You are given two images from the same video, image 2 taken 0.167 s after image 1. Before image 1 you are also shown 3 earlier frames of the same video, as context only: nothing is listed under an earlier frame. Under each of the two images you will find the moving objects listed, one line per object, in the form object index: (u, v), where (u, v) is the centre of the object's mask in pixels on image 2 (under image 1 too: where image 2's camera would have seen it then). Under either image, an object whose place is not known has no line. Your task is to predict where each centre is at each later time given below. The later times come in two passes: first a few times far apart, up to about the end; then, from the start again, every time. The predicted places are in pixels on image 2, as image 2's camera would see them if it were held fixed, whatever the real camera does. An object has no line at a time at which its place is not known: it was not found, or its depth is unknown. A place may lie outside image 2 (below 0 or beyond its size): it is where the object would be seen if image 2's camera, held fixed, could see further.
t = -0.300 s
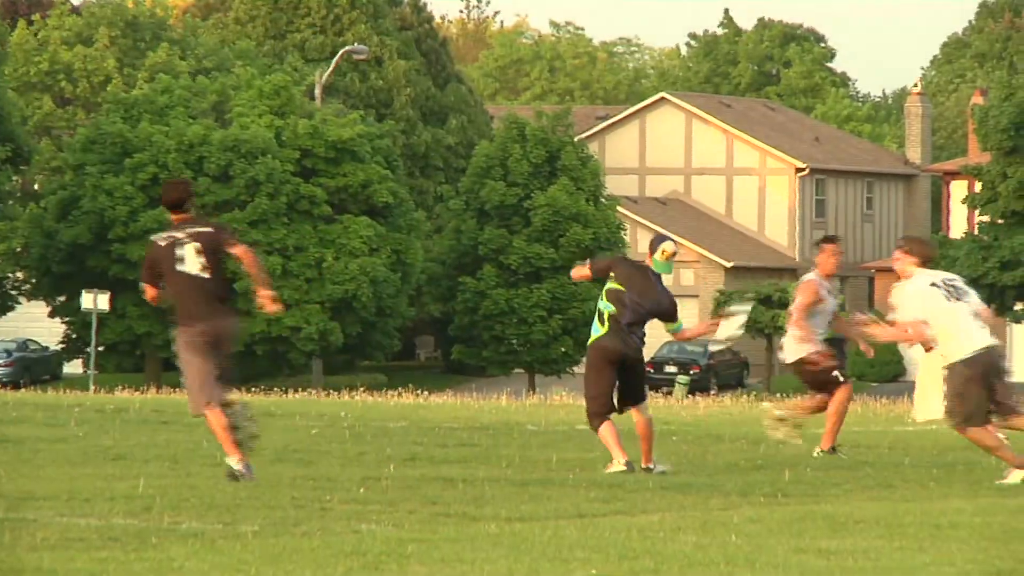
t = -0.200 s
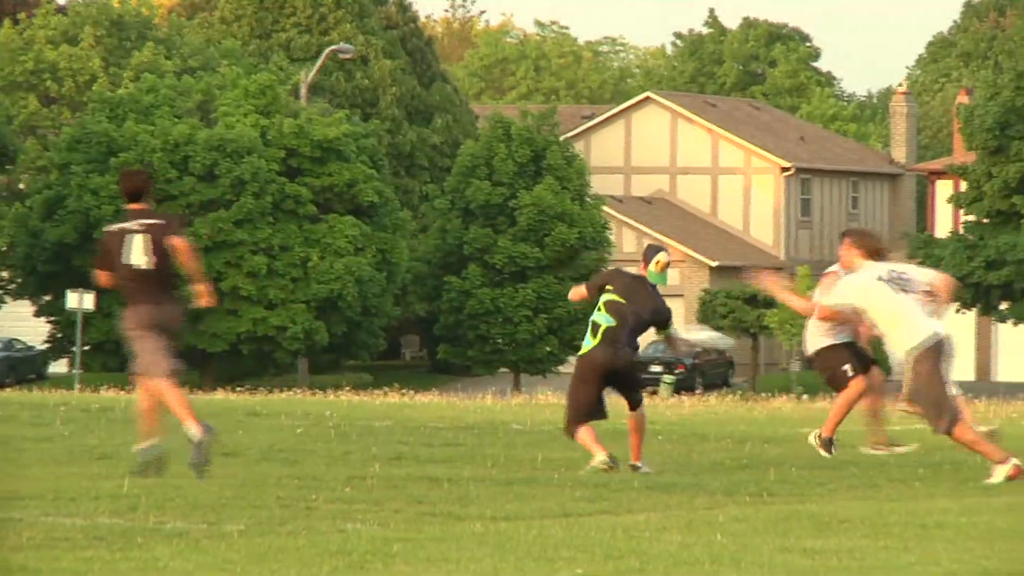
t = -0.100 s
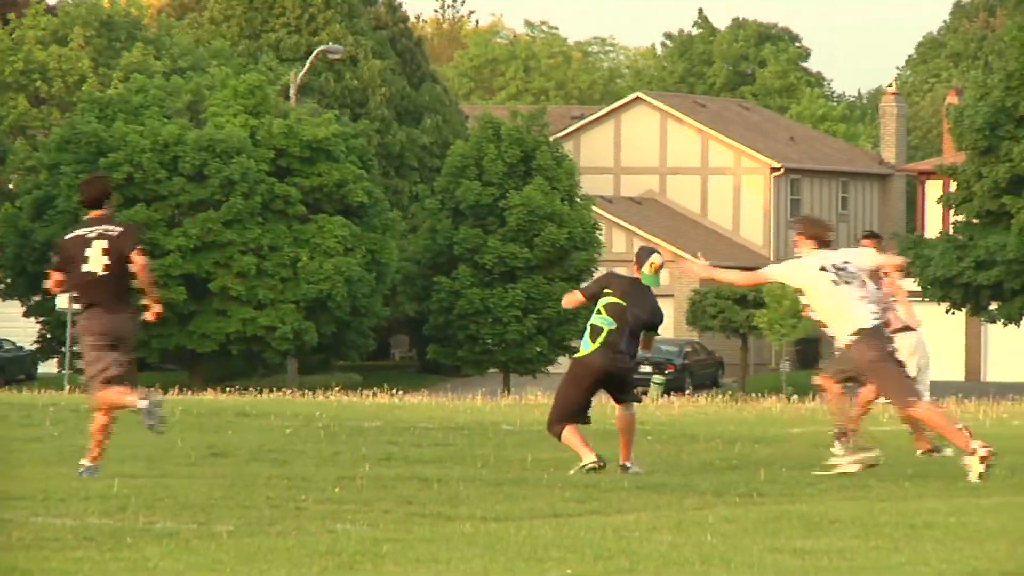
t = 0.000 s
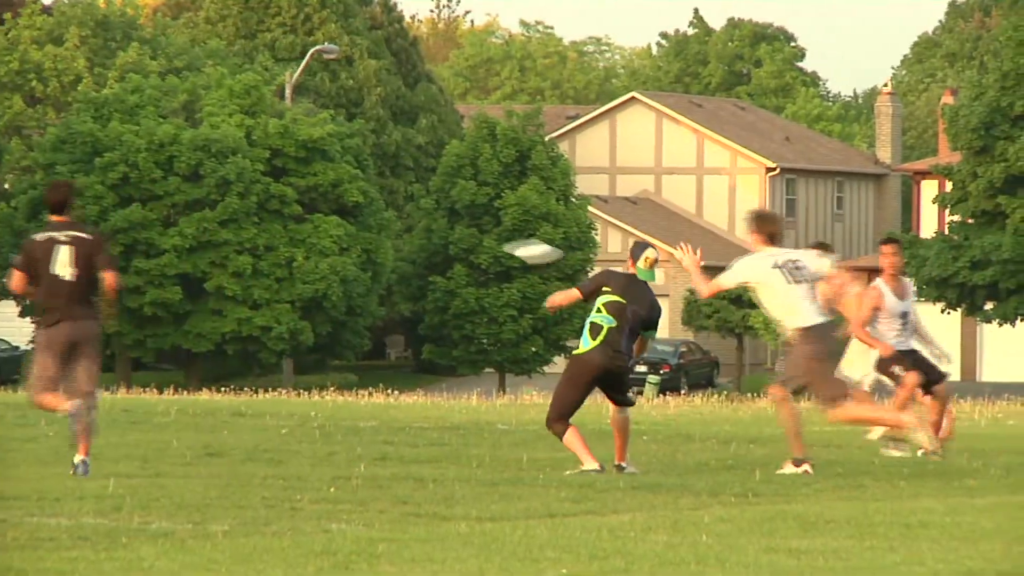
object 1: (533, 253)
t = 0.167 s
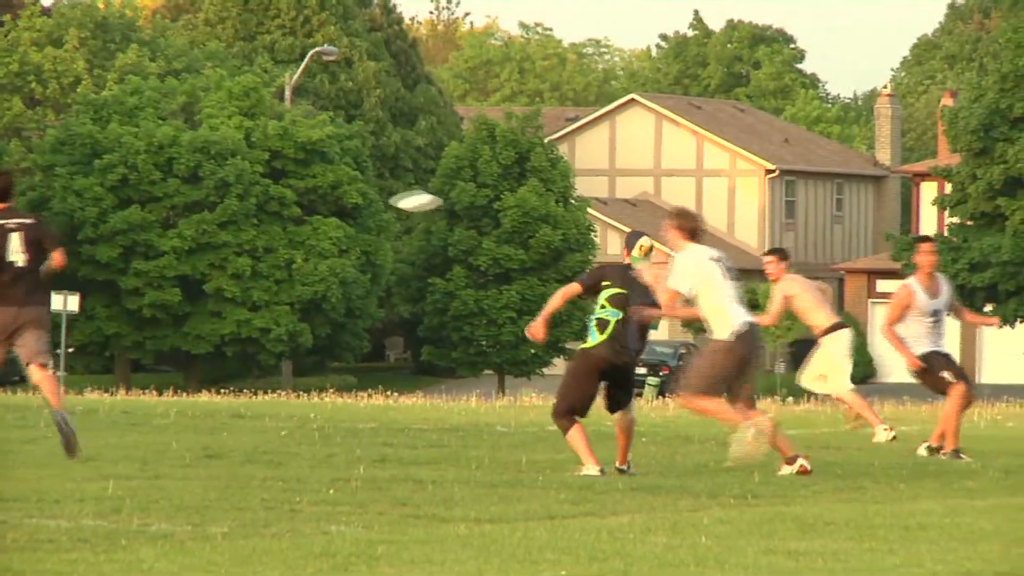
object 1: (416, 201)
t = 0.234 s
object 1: (372, 184)
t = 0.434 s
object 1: (250, 145)
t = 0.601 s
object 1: (146, 122)
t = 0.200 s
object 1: (394, 193)
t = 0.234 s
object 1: (372, 184)
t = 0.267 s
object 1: (350, 177)
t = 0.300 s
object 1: (336, 170)
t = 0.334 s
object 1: (314, 163)
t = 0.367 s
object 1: (292, 157)
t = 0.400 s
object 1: (271, 151)
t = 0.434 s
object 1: (250, 145)
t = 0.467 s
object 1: (228, 140)
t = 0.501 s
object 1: (209, 135)
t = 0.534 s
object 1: (187, 131)
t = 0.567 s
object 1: (168, 126)
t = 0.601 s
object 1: (146, 122)
